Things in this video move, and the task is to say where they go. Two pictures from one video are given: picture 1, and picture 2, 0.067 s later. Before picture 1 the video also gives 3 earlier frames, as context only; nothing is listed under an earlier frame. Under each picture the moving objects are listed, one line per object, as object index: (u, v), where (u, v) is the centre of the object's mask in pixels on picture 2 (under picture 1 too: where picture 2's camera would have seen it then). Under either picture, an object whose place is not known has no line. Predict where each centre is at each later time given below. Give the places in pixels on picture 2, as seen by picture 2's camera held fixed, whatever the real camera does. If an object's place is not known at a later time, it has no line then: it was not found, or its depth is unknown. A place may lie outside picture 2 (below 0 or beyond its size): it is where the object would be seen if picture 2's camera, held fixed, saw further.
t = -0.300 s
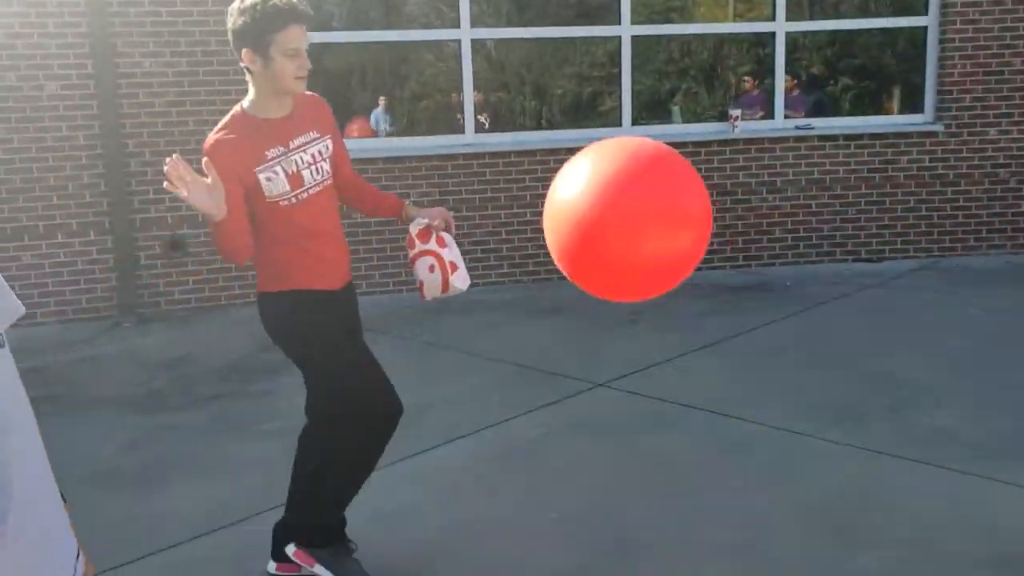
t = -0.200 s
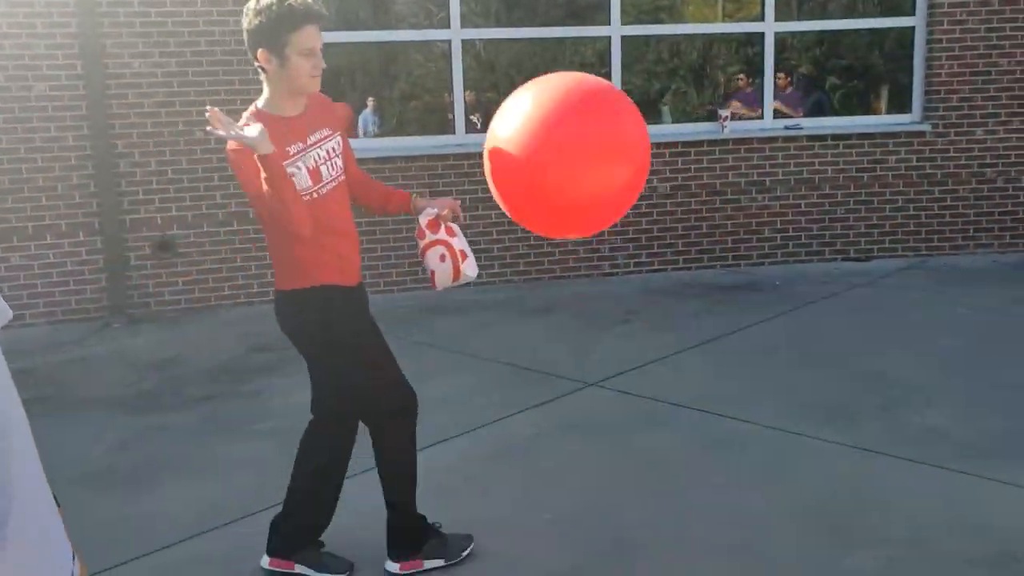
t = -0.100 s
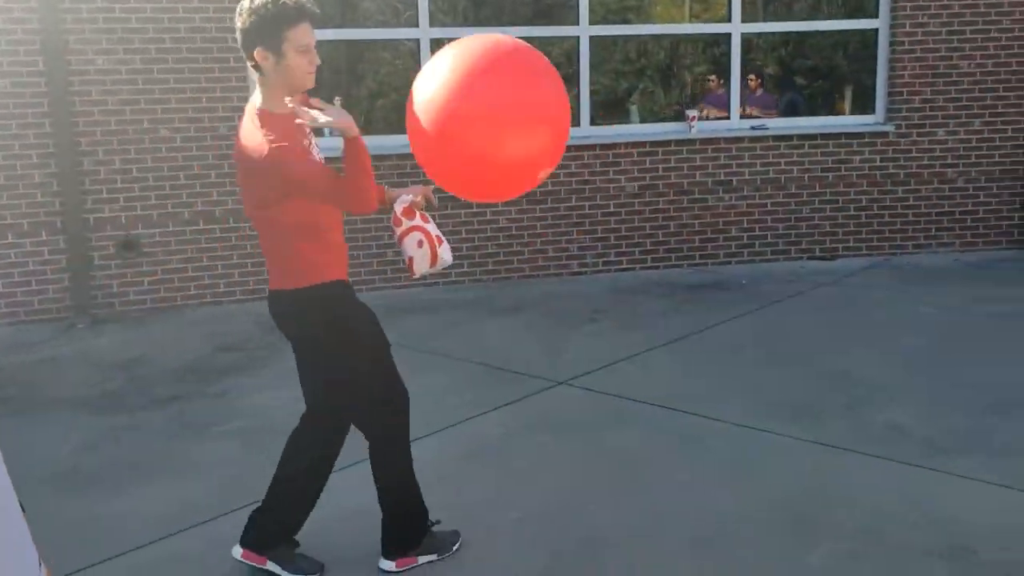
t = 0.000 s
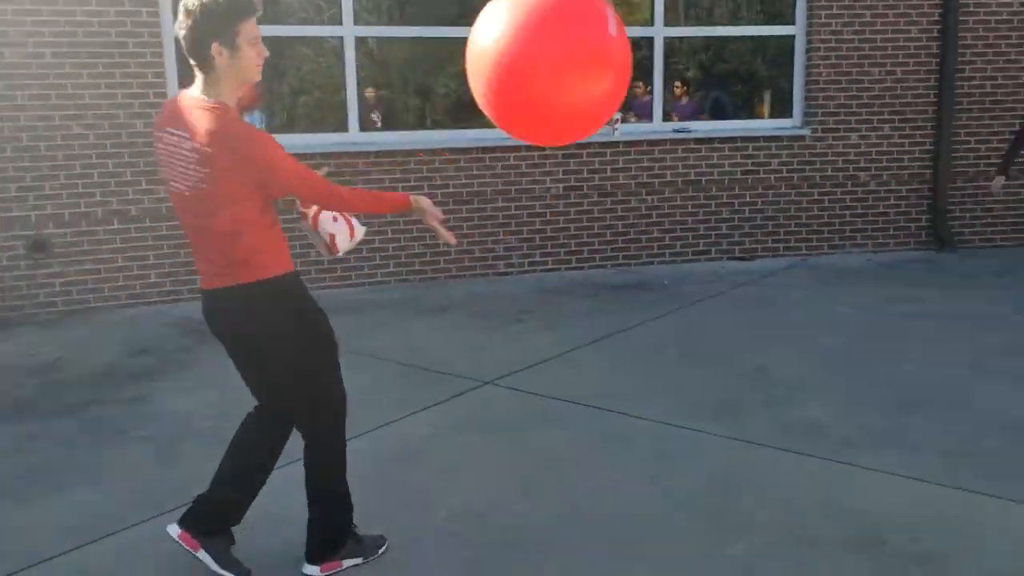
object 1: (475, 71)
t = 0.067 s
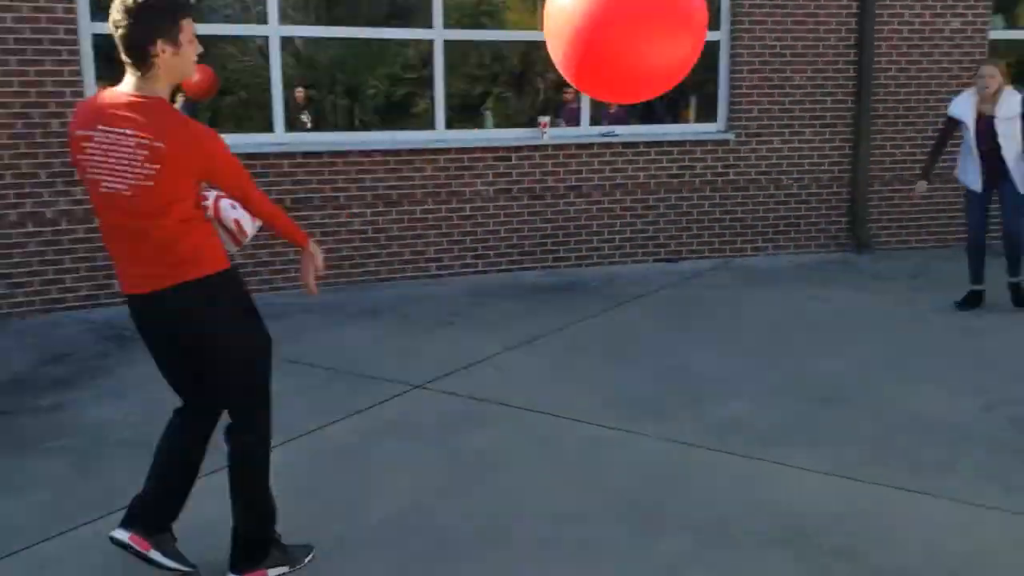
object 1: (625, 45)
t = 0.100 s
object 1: (694, 35)
